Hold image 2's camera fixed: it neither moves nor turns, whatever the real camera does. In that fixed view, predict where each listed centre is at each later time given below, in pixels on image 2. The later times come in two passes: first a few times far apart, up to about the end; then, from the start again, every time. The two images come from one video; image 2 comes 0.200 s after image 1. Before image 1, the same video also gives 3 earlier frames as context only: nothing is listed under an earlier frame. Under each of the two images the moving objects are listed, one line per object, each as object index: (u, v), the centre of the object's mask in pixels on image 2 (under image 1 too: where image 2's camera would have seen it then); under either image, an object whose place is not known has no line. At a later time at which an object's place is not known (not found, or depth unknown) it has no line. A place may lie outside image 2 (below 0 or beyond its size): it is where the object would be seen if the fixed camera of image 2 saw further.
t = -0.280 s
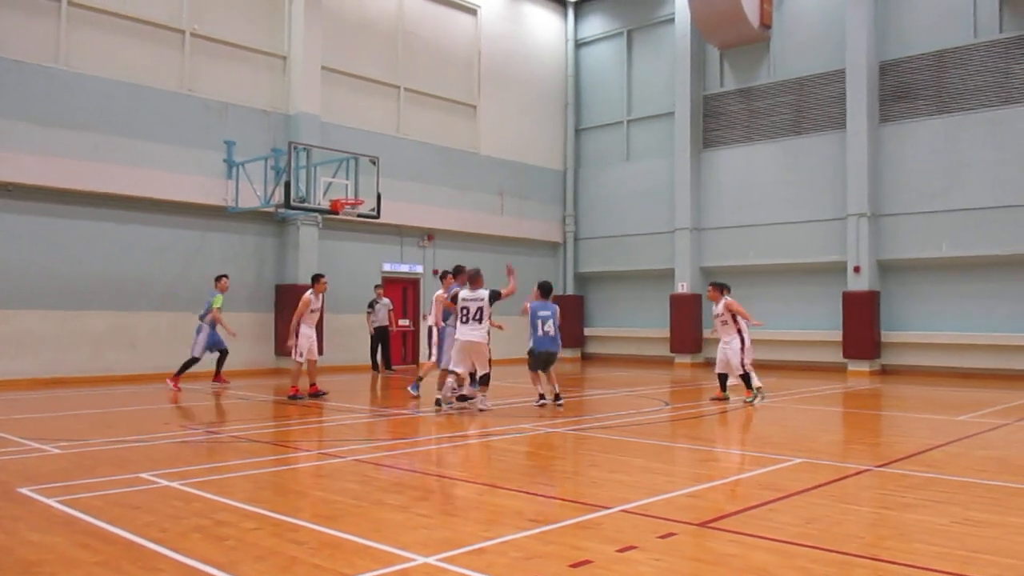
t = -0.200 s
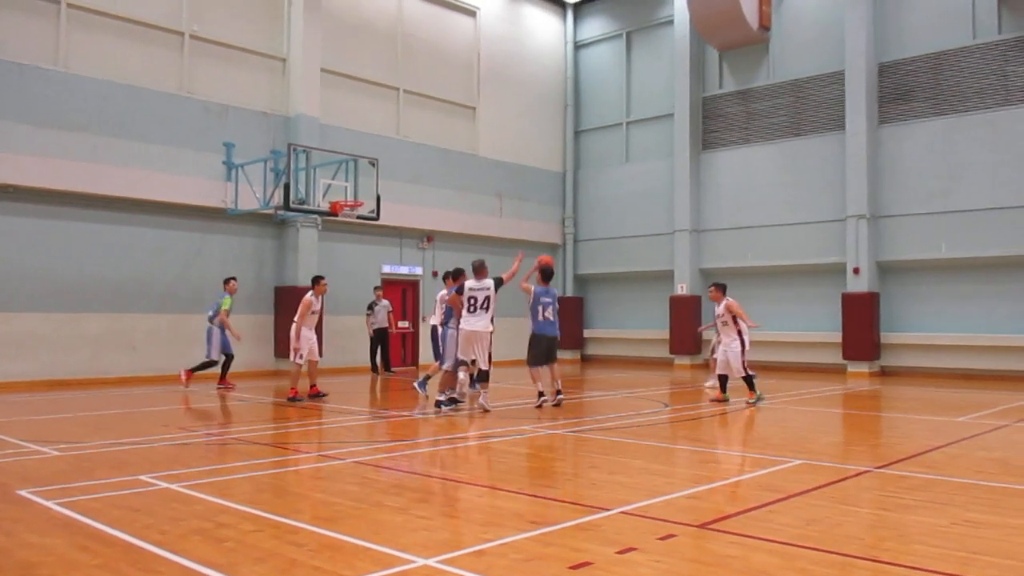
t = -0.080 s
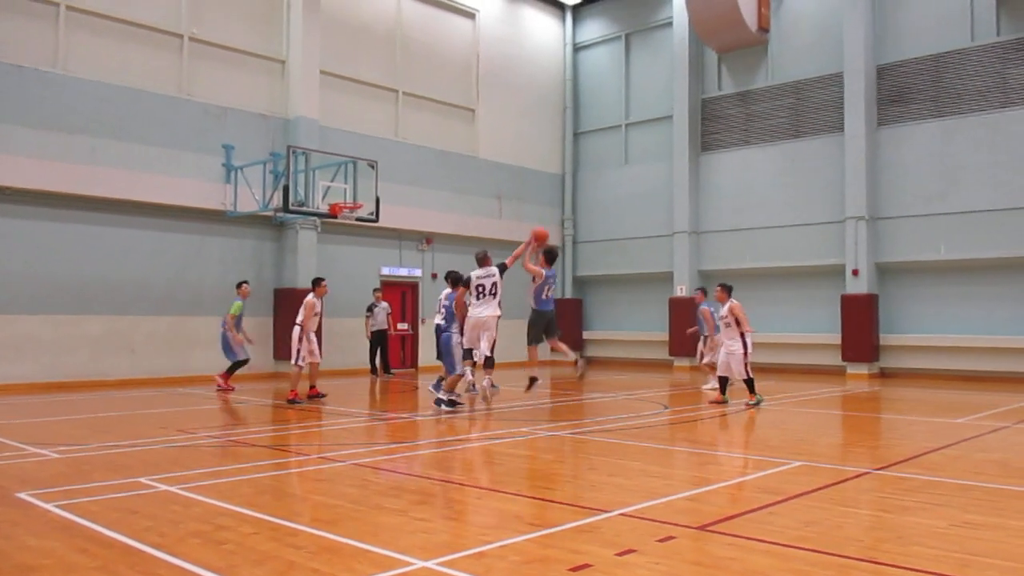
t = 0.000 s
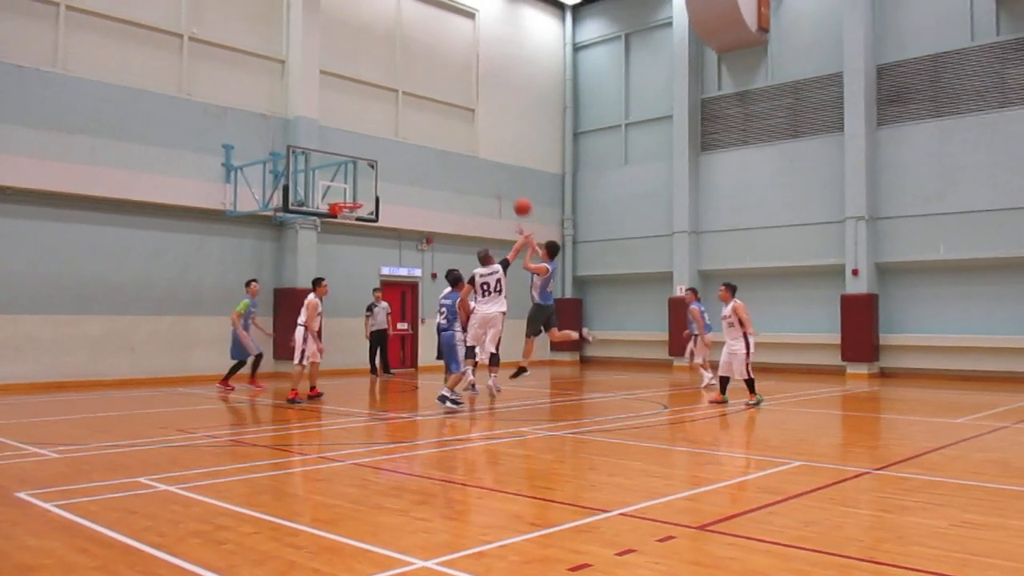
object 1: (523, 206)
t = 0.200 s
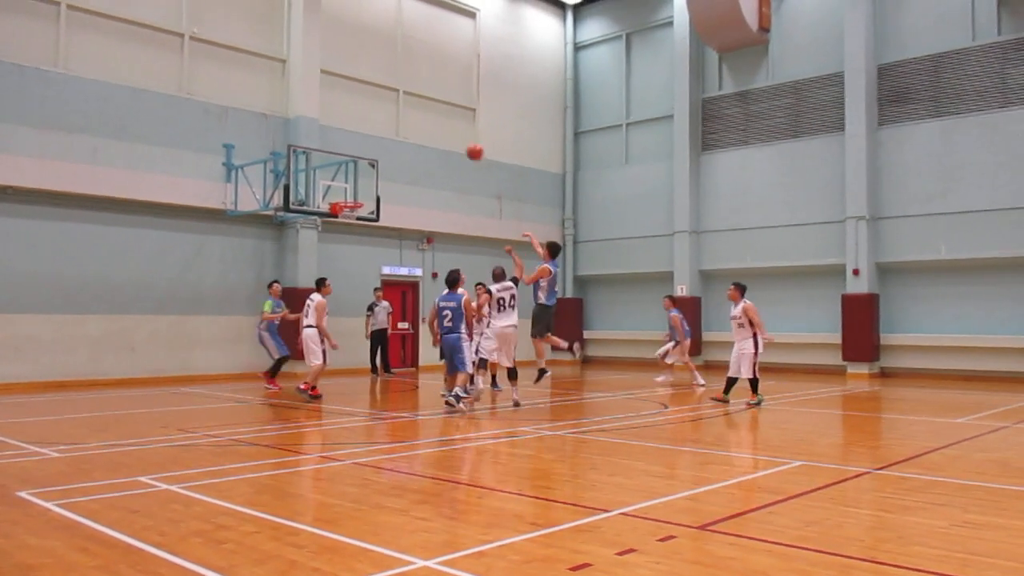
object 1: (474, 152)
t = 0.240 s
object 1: (465, 145)
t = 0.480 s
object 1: (415, 127)
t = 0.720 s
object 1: (369, 144)
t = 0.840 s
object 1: (349, 165)
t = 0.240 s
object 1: (465, 145)
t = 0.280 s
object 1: (456, 139)
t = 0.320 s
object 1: (448, 135)
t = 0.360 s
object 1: (439, 131)
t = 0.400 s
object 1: (431, 129)
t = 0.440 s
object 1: (423, 127)
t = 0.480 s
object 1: (415, 127)
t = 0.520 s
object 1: (407, 127)
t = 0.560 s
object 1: (399, 129)
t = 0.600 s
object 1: (392, 132)
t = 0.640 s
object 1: (384, 135)
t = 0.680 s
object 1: (377, 139)
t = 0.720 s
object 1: (369, 144)
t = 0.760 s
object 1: (362, 151)
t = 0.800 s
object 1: (355, 157)
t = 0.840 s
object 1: (349, 165)
